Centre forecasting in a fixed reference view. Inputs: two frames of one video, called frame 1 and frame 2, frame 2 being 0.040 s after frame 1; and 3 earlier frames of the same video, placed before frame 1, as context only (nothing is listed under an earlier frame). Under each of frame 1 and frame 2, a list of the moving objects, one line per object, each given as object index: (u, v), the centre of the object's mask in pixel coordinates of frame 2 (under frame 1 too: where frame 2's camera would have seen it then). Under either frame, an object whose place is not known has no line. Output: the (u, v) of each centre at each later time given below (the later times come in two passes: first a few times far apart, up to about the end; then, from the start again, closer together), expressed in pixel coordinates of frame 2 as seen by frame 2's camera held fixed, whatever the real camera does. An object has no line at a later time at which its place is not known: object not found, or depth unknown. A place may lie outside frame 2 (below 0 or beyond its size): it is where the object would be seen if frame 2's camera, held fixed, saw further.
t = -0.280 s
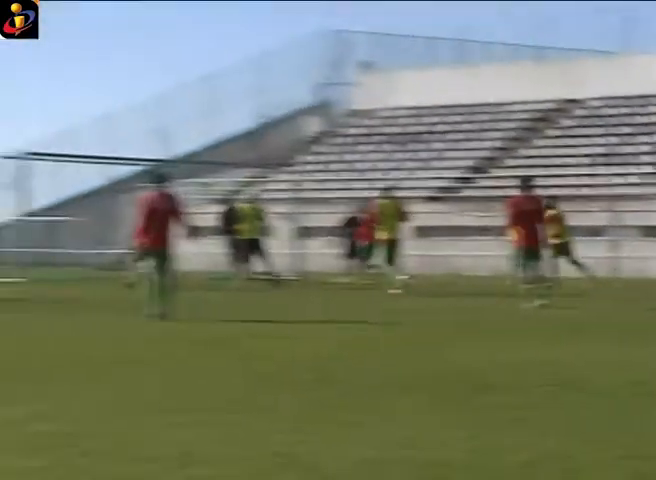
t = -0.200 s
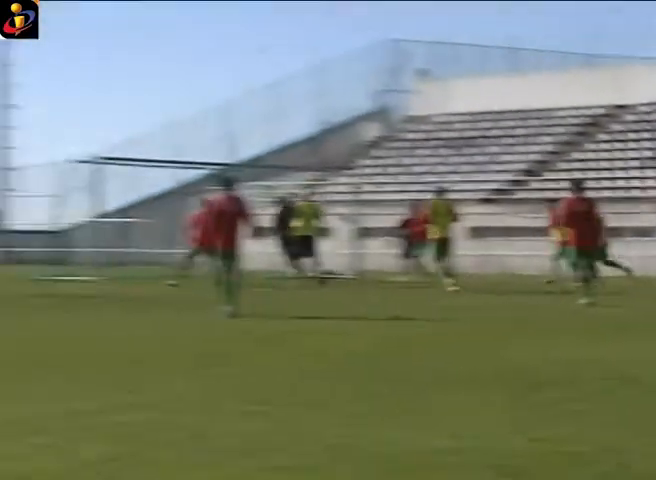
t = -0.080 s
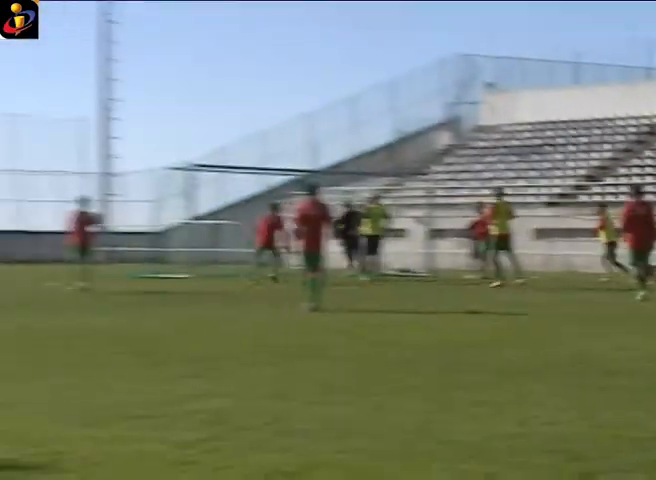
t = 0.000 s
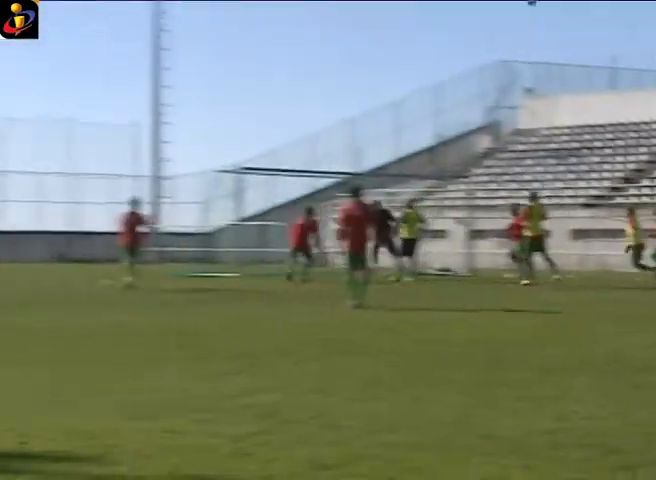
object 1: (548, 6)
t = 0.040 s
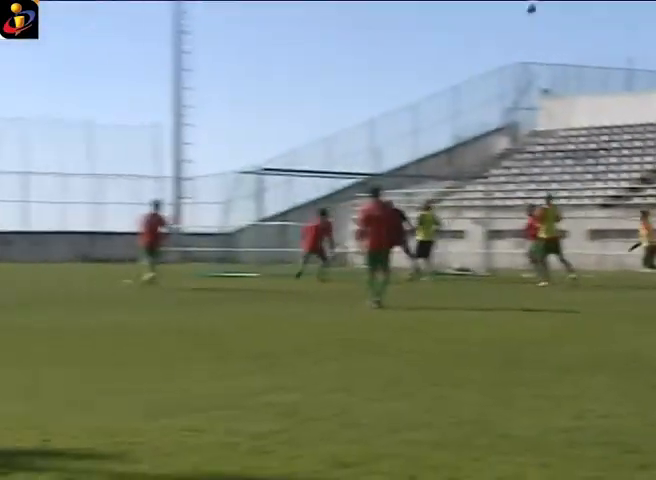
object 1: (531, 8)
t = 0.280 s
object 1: (425, 58)
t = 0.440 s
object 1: (353, 101)
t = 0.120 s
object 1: (496, 24)
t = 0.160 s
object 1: (477, 32)
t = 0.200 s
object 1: (460, 41)
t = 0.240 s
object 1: (443, 49)
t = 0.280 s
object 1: (425, 58)
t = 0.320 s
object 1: (407, 68)
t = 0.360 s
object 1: (389, 78)
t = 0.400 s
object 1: (371, 90)
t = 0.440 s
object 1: (353, 101)
